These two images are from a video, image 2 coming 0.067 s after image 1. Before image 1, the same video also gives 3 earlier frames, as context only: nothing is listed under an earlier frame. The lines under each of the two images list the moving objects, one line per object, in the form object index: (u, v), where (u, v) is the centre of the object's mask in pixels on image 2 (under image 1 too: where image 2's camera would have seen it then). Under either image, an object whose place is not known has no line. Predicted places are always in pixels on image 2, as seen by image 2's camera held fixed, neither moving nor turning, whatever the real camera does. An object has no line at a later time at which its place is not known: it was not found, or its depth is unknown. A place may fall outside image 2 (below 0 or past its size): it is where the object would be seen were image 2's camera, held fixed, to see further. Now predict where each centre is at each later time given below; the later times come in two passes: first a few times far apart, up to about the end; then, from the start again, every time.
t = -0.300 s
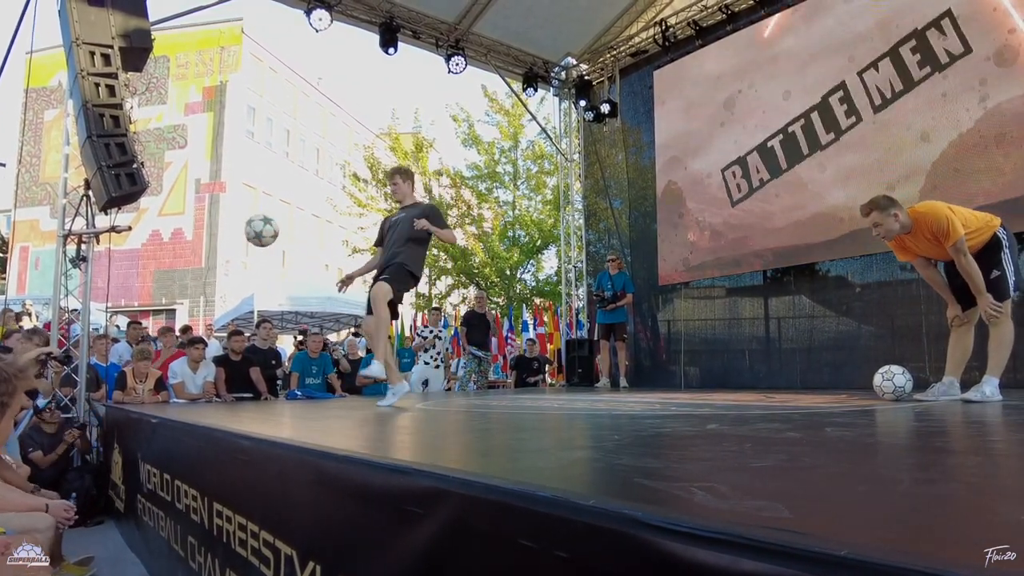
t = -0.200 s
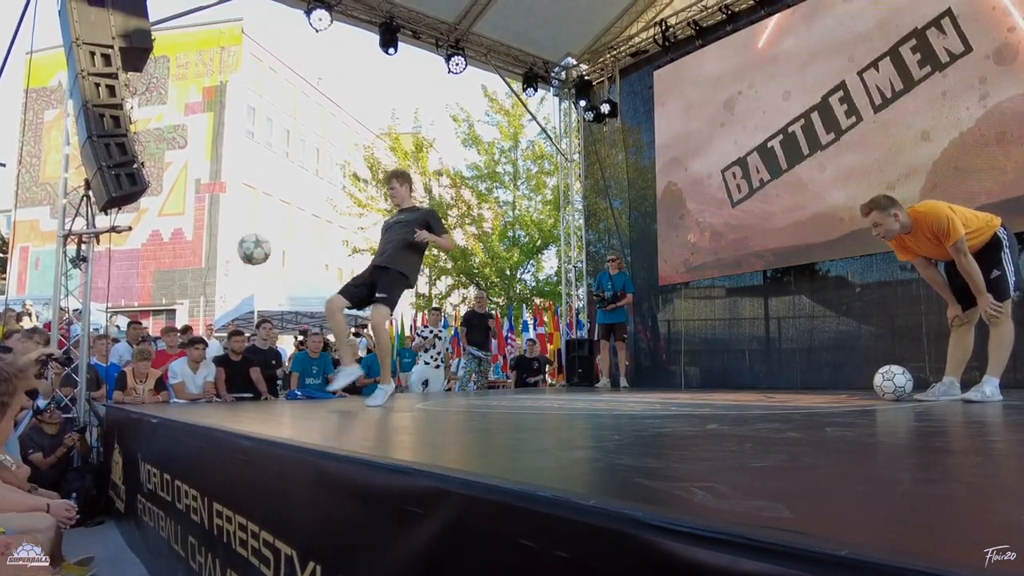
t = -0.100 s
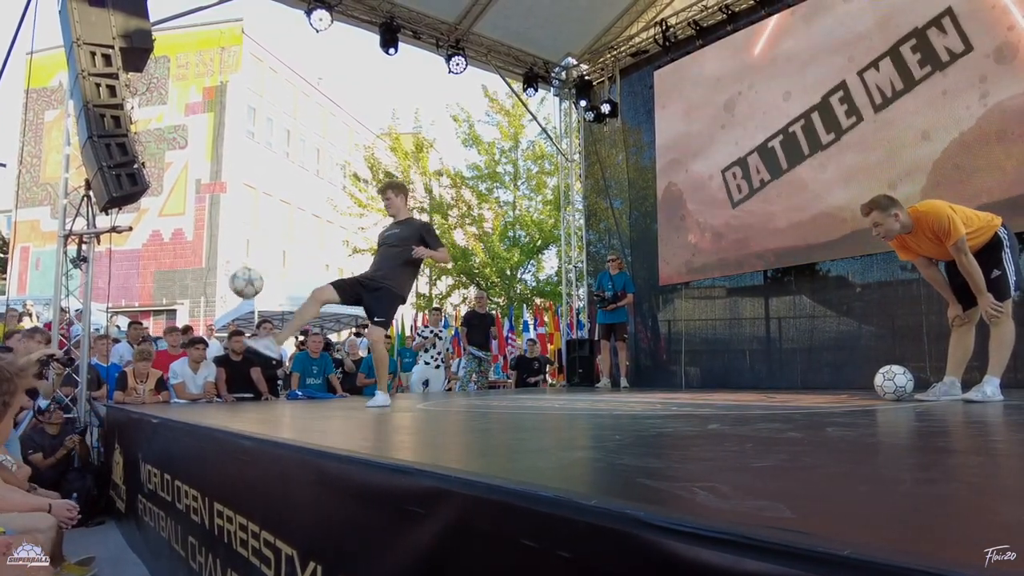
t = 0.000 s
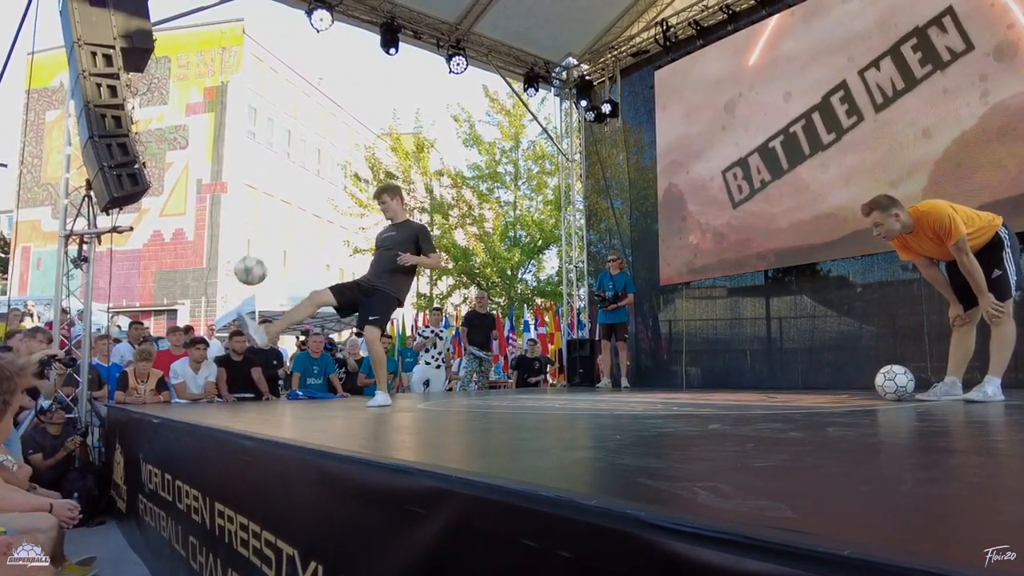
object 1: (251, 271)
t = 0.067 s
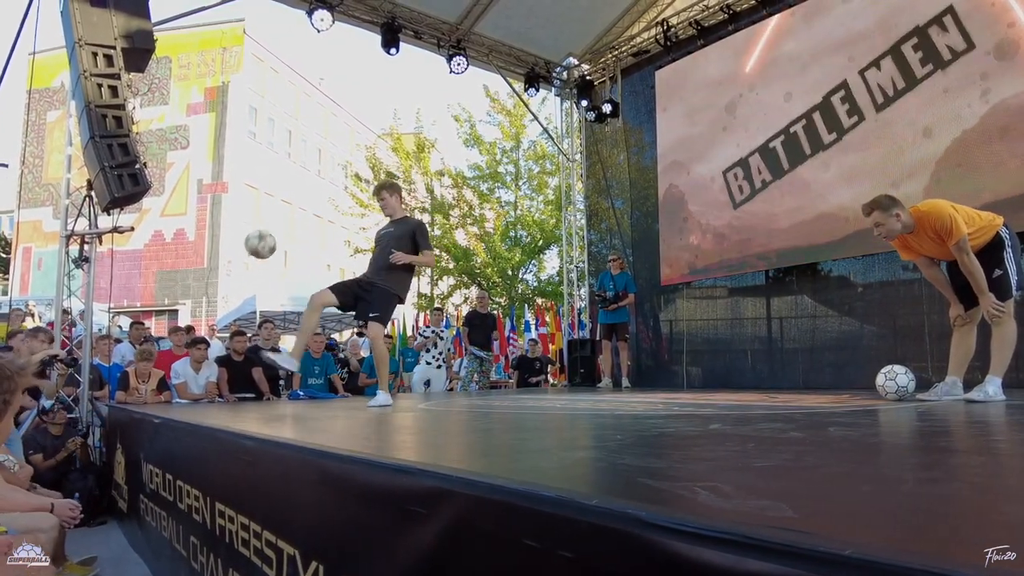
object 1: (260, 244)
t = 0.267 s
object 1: (286, 205)
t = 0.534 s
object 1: (314, 233)
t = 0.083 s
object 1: (262, 238)
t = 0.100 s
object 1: (265, 233)
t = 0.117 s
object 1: (267, 228)
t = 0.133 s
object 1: (269, 224)
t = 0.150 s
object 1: (272, 220)
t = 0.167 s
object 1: (274, 217)
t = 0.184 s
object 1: (276, 213)
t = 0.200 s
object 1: (278, 211)
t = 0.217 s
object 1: (280, 209)
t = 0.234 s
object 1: (282, 207)
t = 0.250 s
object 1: (284, 206)
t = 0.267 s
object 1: (286, 205)
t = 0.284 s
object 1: (288, 204)
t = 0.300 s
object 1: (290, 203)
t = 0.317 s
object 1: (291, 204)
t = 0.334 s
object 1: (293, 204)
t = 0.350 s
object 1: (295, 204)
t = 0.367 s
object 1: (297, 205)
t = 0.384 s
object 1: (299, 207)
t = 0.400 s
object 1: (300, 209)
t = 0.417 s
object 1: (302, 211)
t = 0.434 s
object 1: (304, 213)
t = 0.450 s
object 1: (305, 216)
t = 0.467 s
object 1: (307, 219)
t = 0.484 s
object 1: (309, 222)
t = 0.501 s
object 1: (311, 225)
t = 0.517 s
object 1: (312, 229)
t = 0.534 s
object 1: (314, 233)
